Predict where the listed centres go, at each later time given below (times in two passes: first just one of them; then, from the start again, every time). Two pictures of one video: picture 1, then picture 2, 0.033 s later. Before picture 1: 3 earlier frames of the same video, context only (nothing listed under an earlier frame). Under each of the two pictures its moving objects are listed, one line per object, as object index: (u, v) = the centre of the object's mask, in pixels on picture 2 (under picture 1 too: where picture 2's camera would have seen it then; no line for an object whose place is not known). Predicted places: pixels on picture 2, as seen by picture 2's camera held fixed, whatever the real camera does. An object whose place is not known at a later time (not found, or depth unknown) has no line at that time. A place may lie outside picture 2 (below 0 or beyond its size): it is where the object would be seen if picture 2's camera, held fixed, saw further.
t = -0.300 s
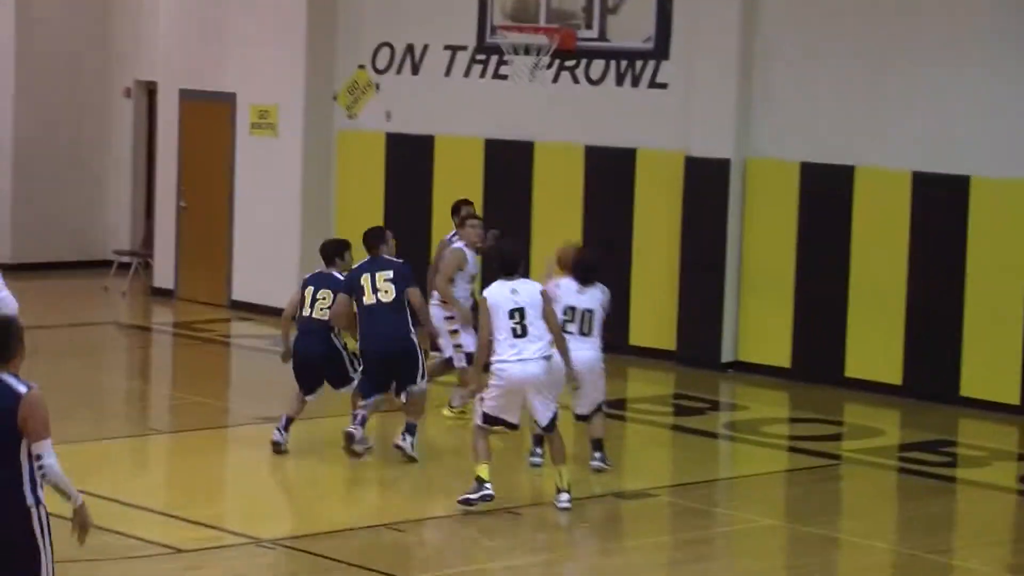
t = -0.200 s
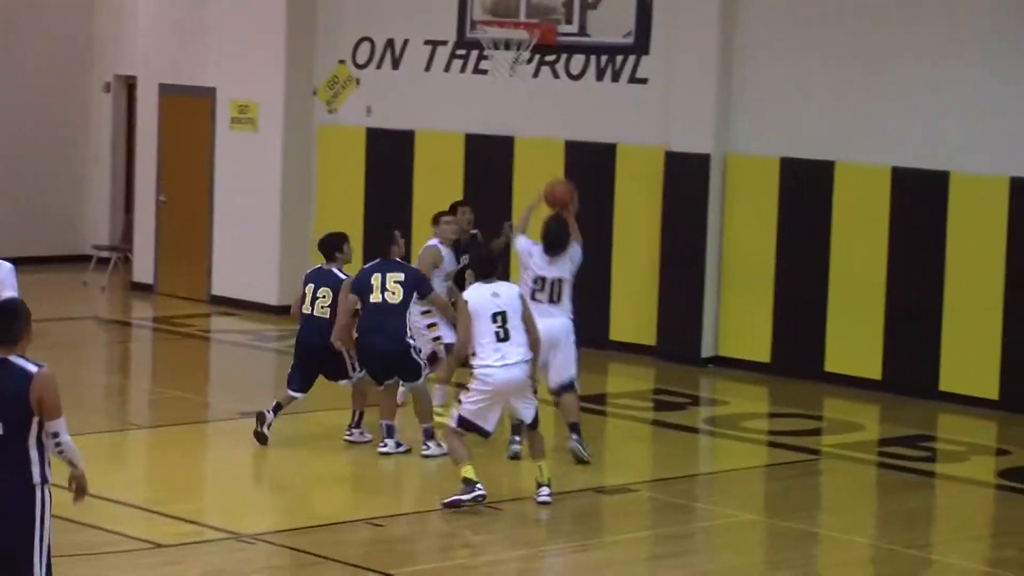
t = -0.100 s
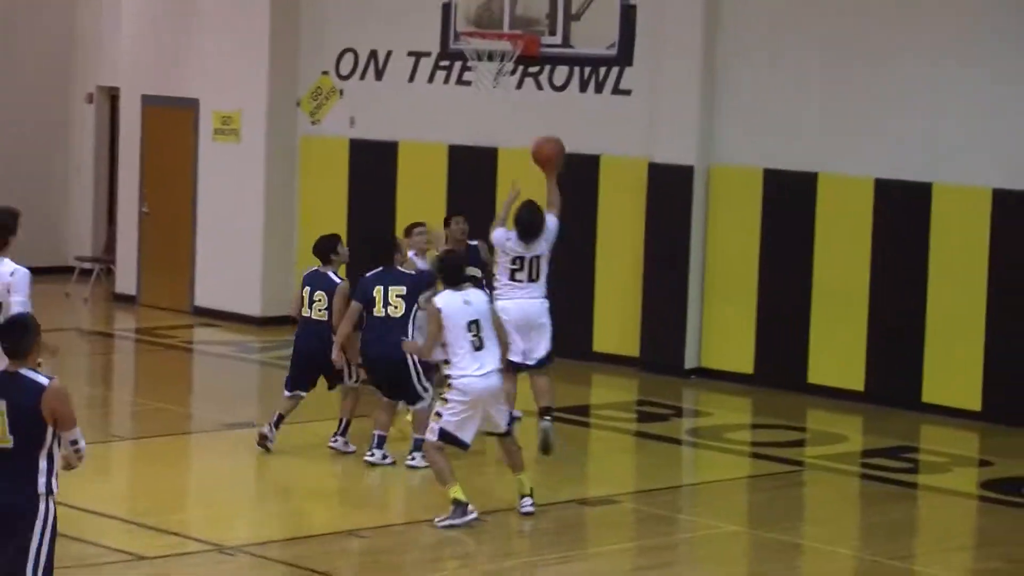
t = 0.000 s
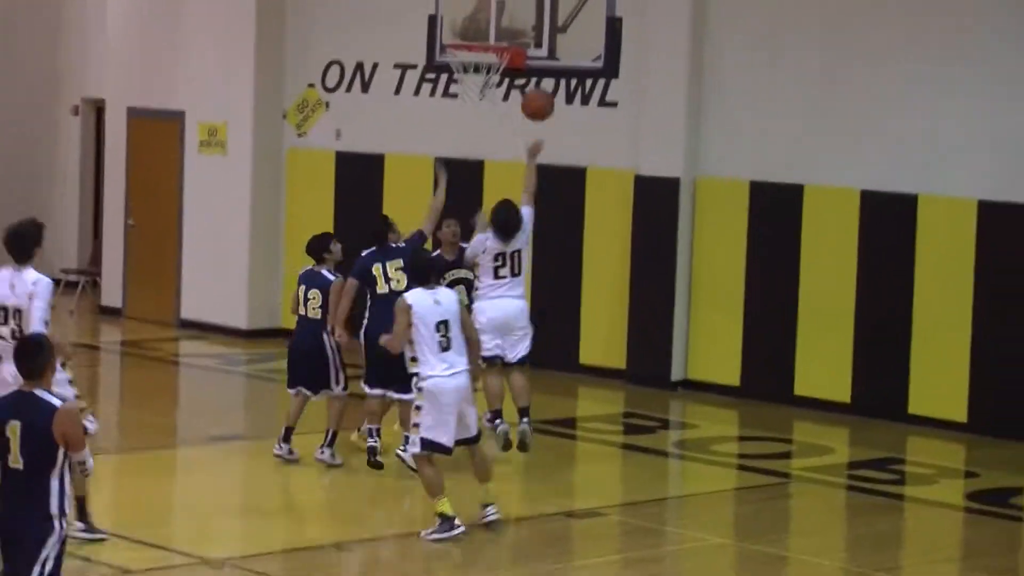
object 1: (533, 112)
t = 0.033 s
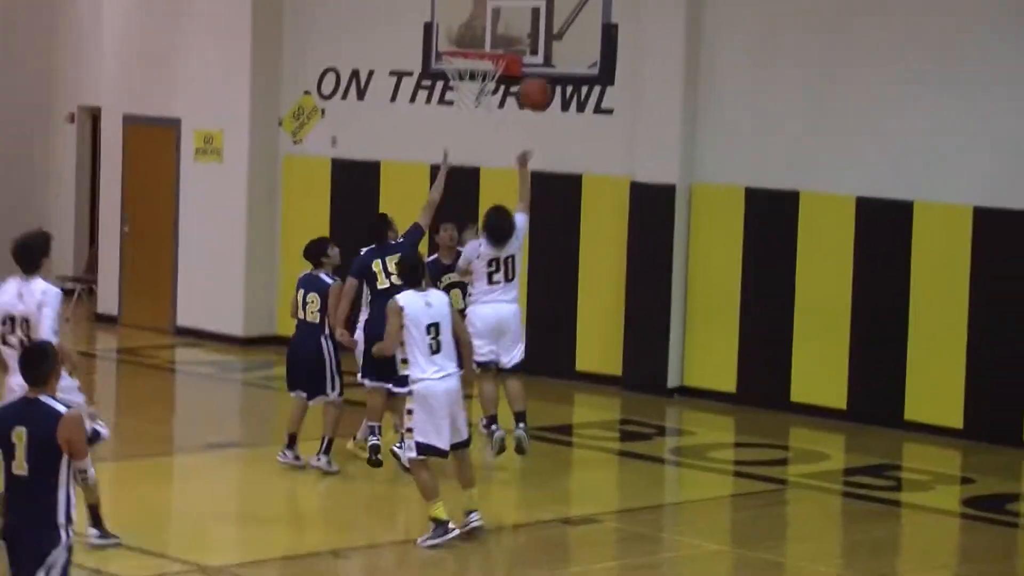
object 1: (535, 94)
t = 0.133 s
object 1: (535, 48)
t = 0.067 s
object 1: (534, 76)
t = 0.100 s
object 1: (531, 61)
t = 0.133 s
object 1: (535, 48)
